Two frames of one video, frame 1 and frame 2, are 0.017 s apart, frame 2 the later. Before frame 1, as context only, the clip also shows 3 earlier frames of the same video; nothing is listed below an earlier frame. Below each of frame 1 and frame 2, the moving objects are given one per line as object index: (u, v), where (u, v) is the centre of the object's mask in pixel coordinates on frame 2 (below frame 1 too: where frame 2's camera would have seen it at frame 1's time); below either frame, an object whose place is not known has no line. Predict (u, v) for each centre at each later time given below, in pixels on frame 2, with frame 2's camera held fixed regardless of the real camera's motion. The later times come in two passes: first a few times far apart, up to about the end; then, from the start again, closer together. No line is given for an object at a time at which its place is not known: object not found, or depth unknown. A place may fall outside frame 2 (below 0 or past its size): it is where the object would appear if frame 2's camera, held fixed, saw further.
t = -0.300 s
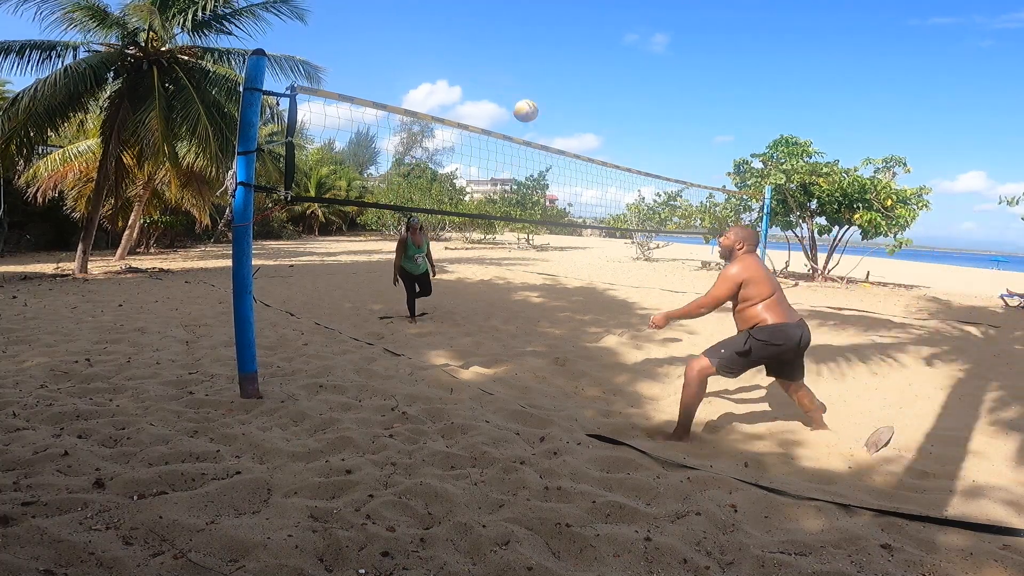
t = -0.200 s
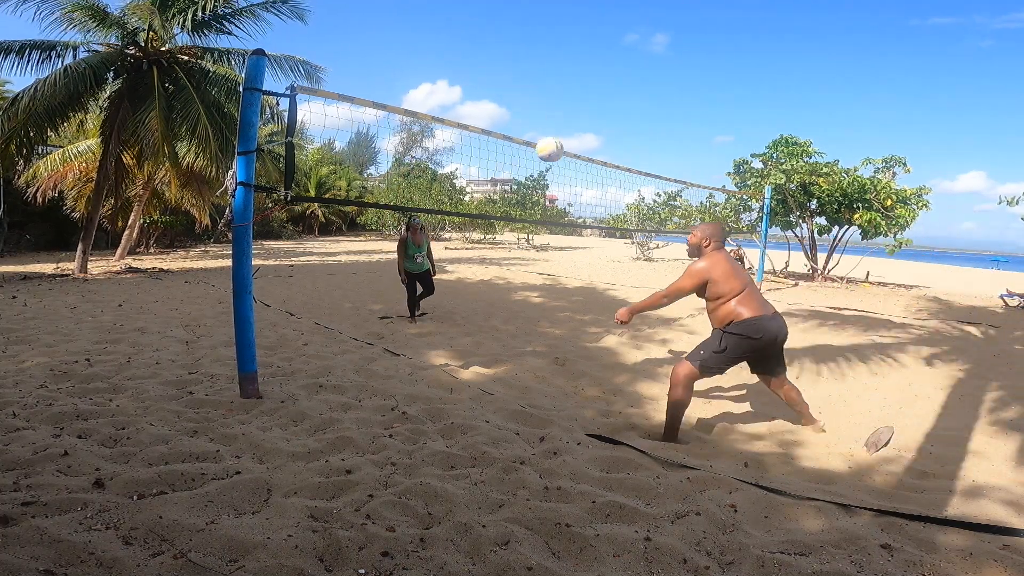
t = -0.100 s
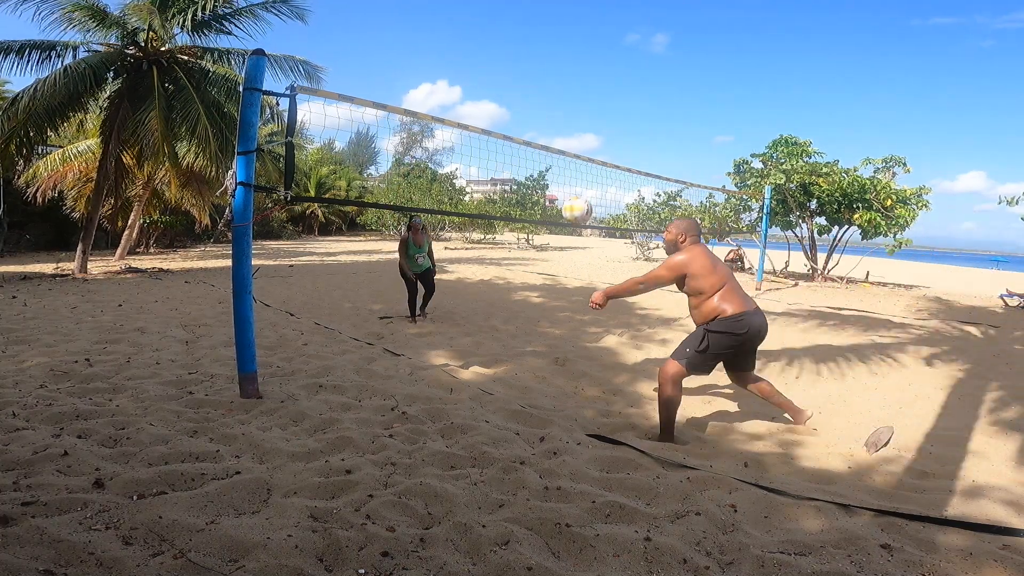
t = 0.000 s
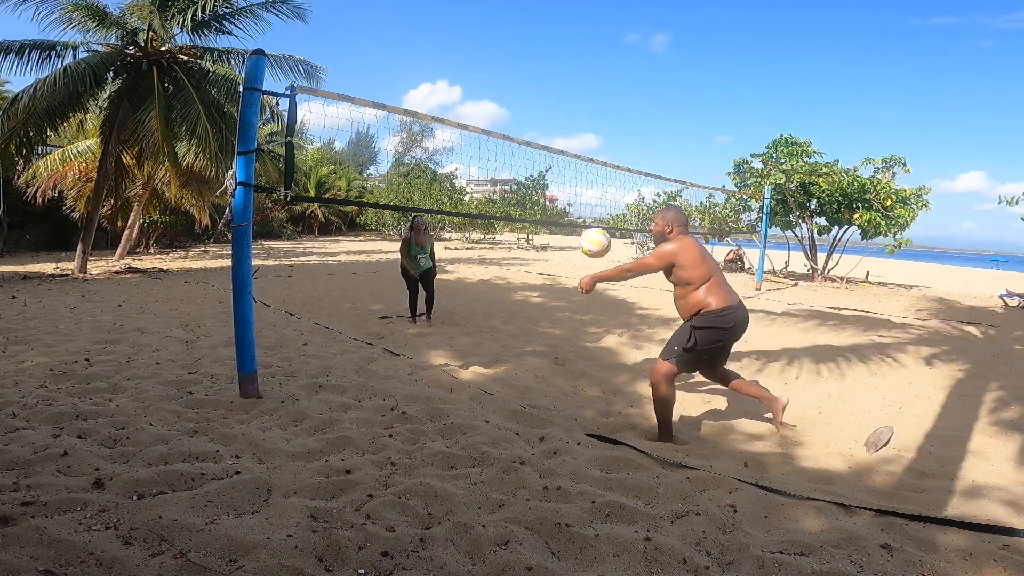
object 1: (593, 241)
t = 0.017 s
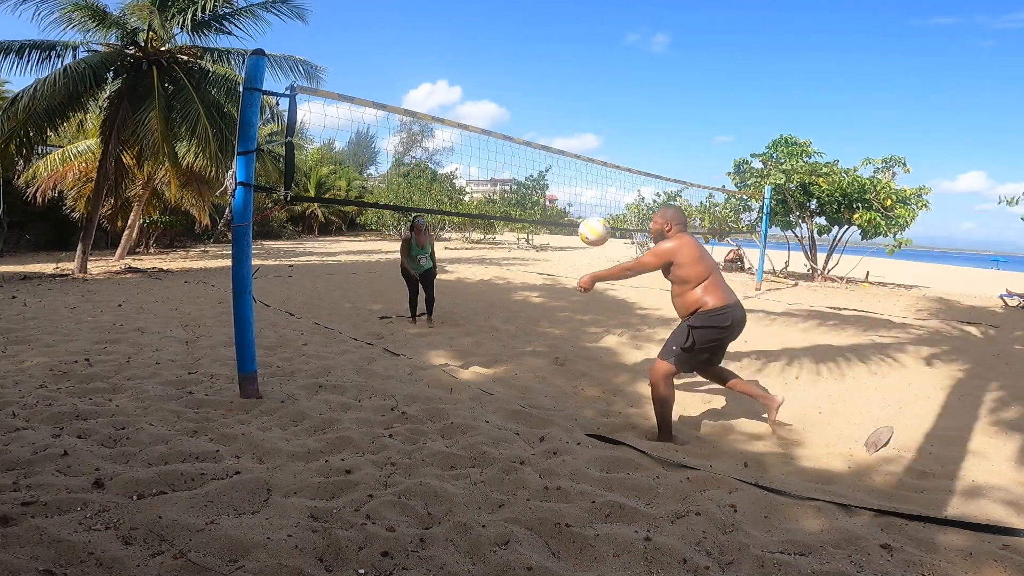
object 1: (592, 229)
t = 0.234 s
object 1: (583, 124)
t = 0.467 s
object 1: (573, 86)
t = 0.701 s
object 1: (563, 106)
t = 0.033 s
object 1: (592, 218)
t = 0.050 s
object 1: (592, 208)
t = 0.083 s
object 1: (591, 189)
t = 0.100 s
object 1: (588, 179)
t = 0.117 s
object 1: (588, 170)
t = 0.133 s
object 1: (588, 163)
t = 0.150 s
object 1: (588, 155)
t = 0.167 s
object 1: (588, 146)
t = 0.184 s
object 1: (588, 140)
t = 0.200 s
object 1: (585, 134)
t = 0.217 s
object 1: (584, 129)
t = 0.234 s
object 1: (583, 124)
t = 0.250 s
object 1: (582, 119)
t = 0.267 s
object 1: (580, 114)
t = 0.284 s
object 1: (579, 109)
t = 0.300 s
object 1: (580, 107)
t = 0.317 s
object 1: (576, 100)
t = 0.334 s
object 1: (577, 99)
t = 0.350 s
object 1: (578, 96)
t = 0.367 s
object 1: (577, 94)
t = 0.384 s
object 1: (576, 92)
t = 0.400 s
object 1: (575, 90)
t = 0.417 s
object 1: (575, 88)
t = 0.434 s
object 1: (574, 87)
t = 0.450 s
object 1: (573, 86)
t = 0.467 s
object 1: (573, 86)
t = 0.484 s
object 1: (572, 85)
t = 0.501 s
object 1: (571, 85)
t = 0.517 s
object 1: (571, 86)
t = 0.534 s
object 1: (570, 86)
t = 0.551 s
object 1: (569, 87)
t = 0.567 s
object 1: (569, 88)
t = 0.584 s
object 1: (568, 89)
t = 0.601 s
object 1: (567, 91)
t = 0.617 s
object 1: (566, 93)
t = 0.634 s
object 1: (566, 95)
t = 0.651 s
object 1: (565, 97)
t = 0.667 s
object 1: (564, 100)
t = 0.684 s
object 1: (564, 103)
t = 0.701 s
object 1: (563, 106)
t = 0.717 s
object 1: (562, 109)
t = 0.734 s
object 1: (561, 113)
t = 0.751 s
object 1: (561, 117)
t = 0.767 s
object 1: (560, 122)
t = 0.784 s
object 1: (559, 126)
